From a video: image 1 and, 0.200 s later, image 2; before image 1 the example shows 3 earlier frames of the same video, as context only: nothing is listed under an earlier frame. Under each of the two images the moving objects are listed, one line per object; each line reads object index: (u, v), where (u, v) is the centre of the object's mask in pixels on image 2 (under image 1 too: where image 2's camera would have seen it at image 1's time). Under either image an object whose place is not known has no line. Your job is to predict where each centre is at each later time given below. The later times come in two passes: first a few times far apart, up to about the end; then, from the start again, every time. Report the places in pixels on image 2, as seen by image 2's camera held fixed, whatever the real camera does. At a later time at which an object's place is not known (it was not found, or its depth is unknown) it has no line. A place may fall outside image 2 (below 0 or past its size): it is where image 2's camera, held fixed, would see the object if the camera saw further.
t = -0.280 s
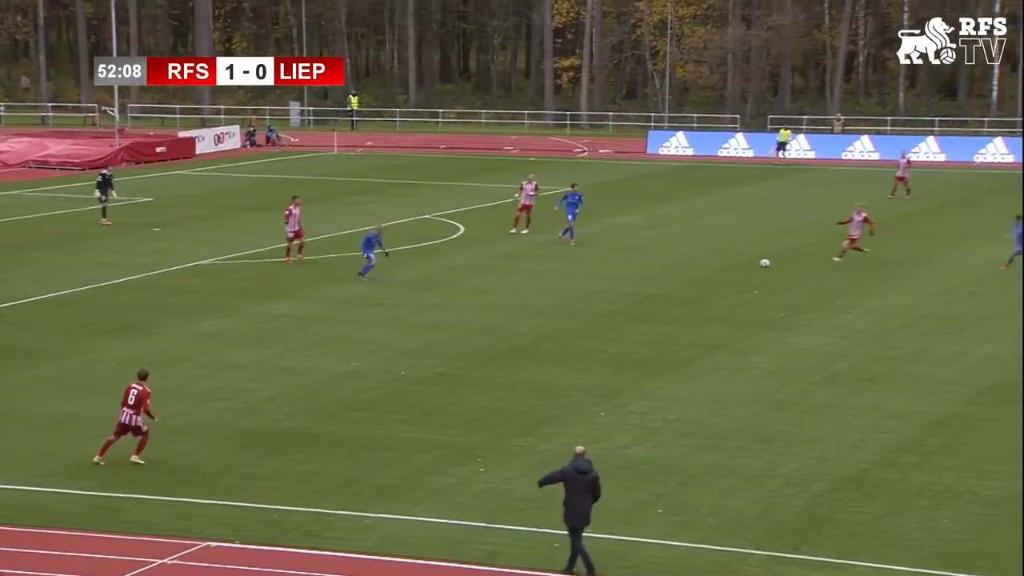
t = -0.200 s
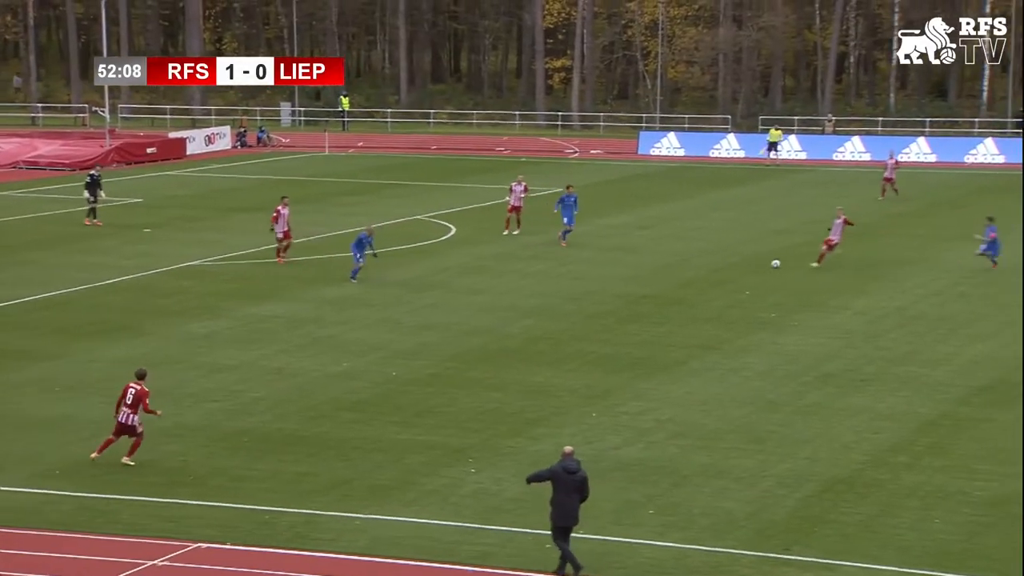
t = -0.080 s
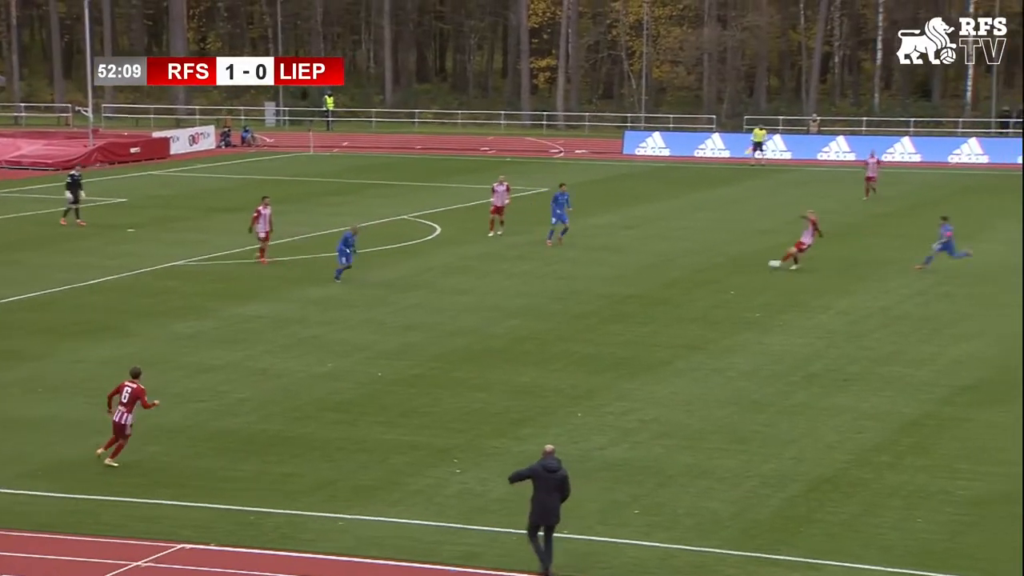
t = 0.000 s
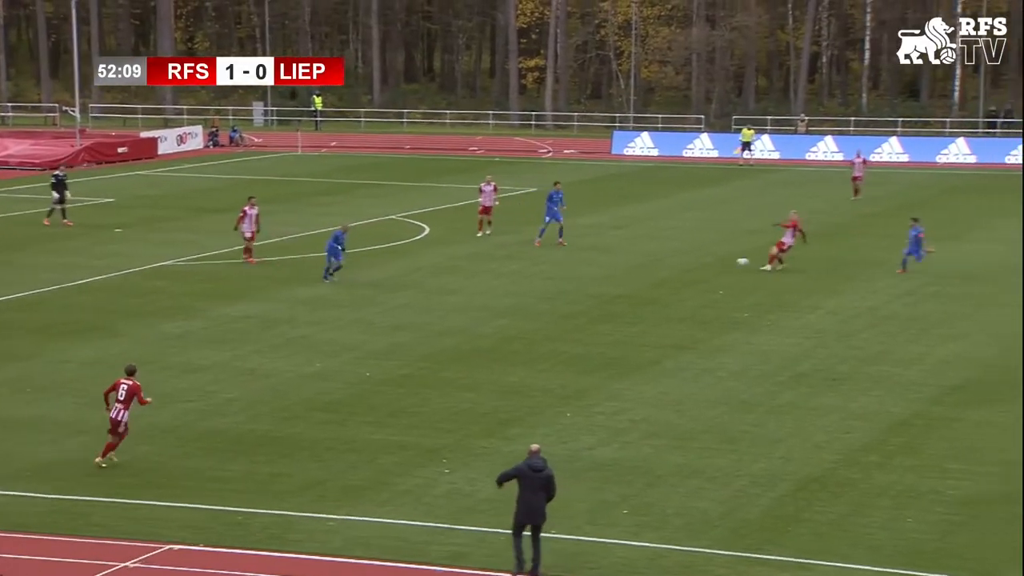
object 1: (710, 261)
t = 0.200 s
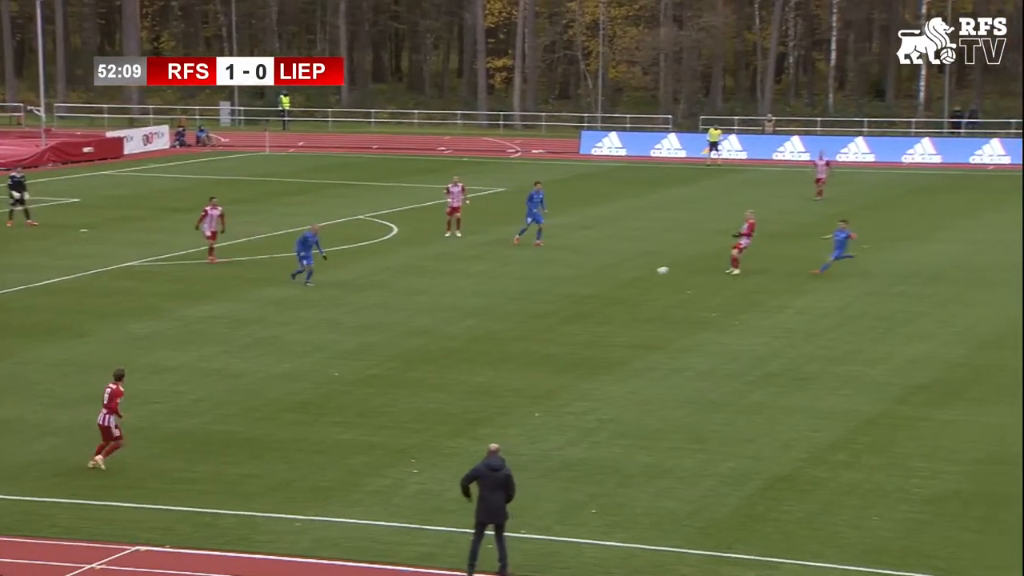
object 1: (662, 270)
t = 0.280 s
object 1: (643, 280)
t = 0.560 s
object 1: (593, 302)
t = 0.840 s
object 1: (553, 323)
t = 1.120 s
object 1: (514, 343)
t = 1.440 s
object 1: (469, 370)
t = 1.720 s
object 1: (431, 391)
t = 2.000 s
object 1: (393, 409)
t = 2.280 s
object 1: (355, 433)
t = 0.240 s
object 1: (653, 275)
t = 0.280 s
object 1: (643, 280)
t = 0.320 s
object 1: (635, 286)
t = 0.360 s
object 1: (626, 294)
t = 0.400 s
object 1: (617, 302)
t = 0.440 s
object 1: (610, 306)
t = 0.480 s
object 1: (604, 303)
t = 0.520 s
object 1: (598, 302)
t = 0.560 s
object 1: (593, 302)
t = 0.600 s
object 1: (586, 303)
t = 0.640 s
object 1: (581, 303)
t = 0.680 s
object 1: (575, 306)
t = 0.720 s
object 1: (569, 309)
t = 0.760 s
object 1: (564, 313)
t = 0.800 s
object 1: (558, 317)
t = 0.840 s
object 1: (553, 323)
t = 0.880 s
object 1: (547, 329)
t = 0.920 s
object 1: (542, 337)
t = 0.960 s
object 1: (536, 339)
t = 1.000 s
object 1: (530, 339)
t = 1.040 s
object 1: (525, 340)
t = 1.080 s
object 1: (519, 341)
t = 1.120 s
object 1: (514, 343)
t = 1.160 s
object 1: (508, 347)
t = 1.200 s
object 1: (503, 351)
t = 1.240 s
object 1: (498, 357)
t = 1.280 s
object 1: (492, 362)
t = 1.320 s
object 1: (486, 363)
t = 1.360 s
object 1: (481, 365)
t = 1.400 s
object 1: (476, 367)
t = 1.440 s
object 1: (469, 370)
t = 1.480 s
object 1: (464, 375)
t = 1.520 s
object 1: (459, 378)
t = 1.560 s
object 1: (453, 380)
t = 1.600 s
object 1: (447, 382)
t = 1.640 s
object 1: (442, 386)
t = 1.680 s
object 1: (436, 389)
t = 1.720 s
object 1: (431, 391)
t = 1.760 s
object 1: (425, 393)
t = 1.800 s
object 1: (420, 395)
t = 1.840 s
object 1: (414, 399)
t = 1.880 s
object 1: (409, 403)
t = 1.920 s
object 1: (404, 406)
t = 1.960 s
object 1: (398, 407)
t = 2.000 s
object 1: (393, 409)
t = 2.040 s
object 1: (387, 413)
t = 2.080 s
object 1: (382, 418)
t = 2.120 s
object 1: (376, 422)
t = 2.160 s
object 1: (371, 424)
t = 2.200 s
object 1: (365, 427)
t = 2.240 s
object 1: (360, 431)
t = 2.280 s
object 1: (355, 433)
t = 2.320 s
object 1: (349, 436)
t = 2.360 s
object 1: (343, 439)
